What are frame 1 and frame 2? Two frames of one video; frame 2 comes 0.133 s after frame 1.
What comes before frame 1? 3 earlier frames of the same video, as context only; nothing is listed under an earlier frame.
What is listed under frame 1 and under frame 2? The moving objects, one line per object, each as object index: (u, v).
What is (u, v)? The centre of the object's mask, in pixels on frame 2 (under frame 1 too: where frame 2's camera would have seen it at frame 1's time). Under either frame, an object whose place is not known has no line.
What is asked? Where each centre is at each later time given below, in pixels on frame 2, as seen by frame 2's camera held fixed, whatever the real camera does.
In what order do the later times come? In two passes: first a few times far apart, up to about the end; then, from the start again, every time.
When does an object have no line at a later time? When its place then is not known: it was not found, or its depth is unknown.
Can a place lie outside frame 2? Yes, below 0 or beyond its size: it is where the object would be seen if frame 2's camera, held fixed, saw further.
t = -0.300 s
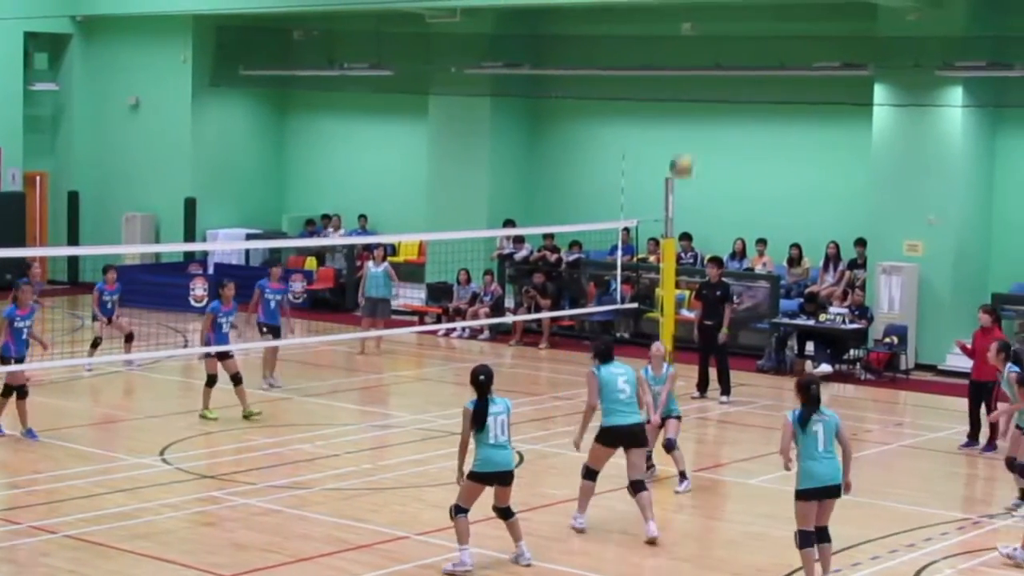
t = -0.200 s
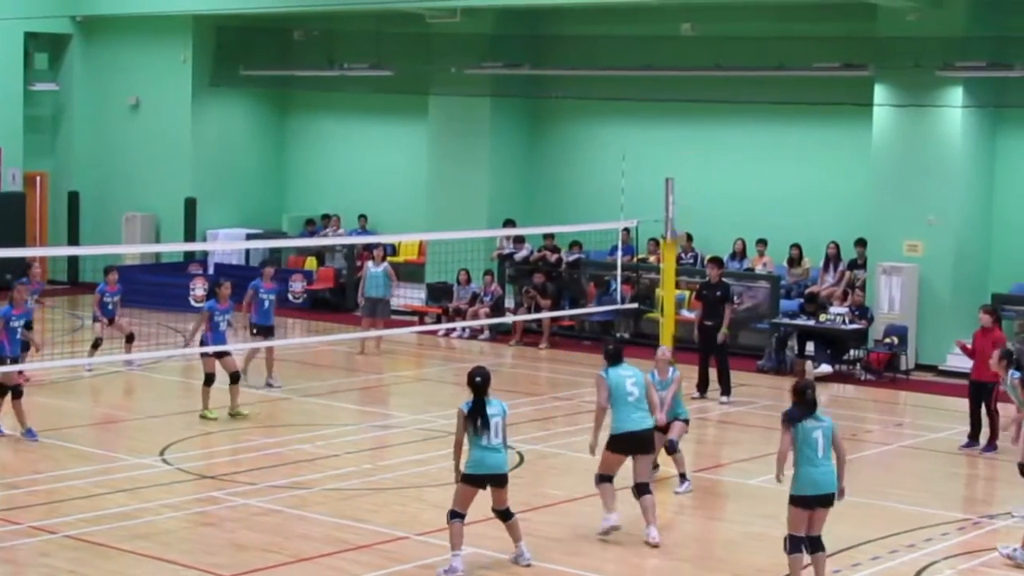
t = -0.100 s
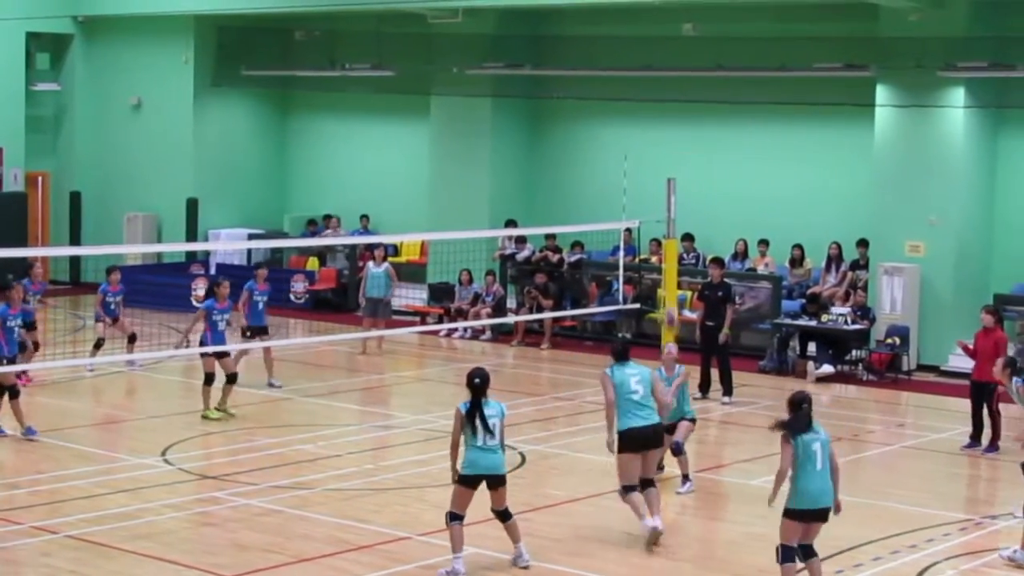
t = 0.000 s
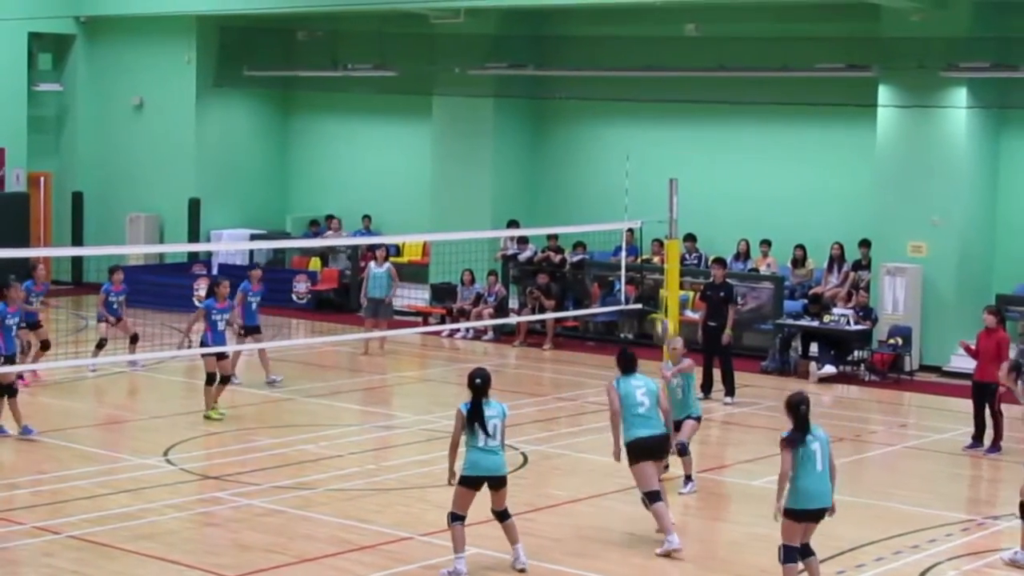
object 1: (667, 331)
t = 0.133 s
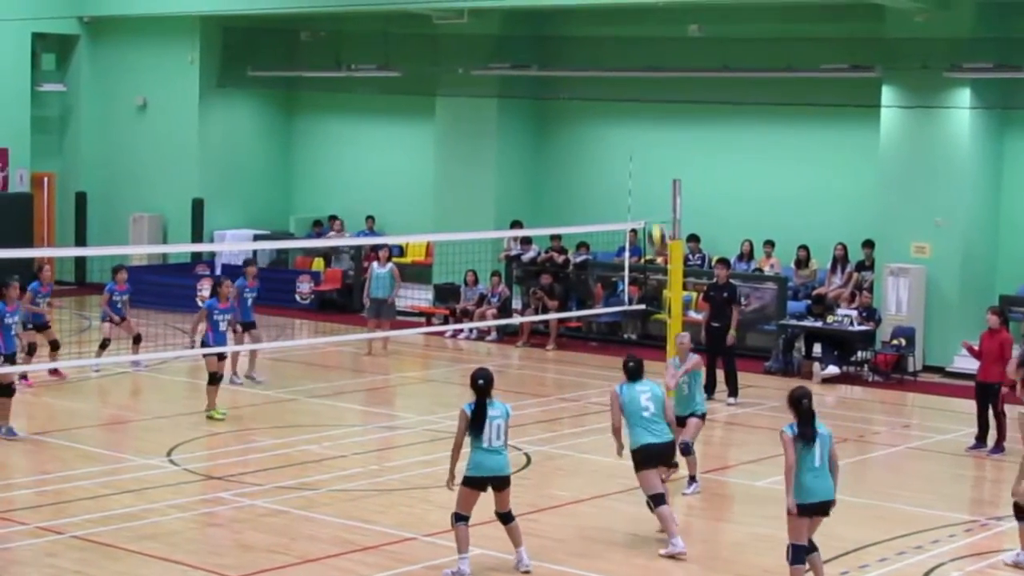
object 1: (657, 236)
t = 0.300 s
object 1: (642, 145)
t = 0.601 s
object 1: (613, 55)
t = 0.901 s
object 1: (584, 64)
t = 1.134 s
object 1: (561, 136)
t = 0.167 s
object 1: (654, 216)
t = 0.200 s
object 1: (651, 196)
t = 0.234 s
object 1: (648, 178)
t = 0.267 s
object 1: (645, 161)
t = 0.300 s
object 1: (642, 145)
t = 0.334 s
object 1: (639, 129)
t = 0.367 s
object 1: (636, 115)
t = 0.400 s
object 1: (633, 103)
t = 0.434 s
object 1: (630, 92)
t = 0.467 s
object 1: (627, 81)
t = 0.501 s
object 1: (623, 74)
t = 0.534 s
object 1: (620, 66)
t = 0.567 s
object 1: (616, 60)
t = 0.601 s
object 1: (613, 55)
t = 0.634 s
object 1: (610, 52)
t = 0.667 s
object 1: (606, 49)
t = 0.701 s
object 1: (603, 48)
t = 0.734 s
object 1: (600, 48)
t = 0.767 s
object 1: (597, 49)
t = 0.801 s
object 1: (594, 51)
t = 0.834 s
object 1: (591, 54)
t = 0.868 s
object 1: (588, 58)
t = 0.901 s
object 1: (584, 64)
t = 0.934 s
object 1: (581, 71)
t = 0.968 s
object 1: (579, 80)
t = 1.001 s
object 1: (575, 88)
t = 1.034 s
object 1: (571, 97)
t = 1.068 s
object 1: (567, 108)
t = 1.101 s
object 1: (564, 122)
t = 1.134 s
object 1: (561, 136)
